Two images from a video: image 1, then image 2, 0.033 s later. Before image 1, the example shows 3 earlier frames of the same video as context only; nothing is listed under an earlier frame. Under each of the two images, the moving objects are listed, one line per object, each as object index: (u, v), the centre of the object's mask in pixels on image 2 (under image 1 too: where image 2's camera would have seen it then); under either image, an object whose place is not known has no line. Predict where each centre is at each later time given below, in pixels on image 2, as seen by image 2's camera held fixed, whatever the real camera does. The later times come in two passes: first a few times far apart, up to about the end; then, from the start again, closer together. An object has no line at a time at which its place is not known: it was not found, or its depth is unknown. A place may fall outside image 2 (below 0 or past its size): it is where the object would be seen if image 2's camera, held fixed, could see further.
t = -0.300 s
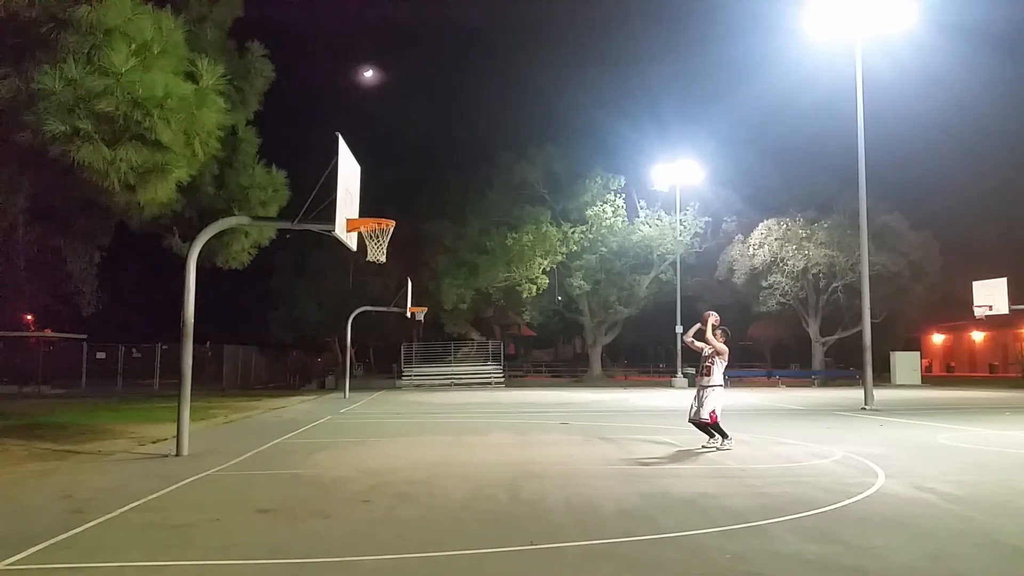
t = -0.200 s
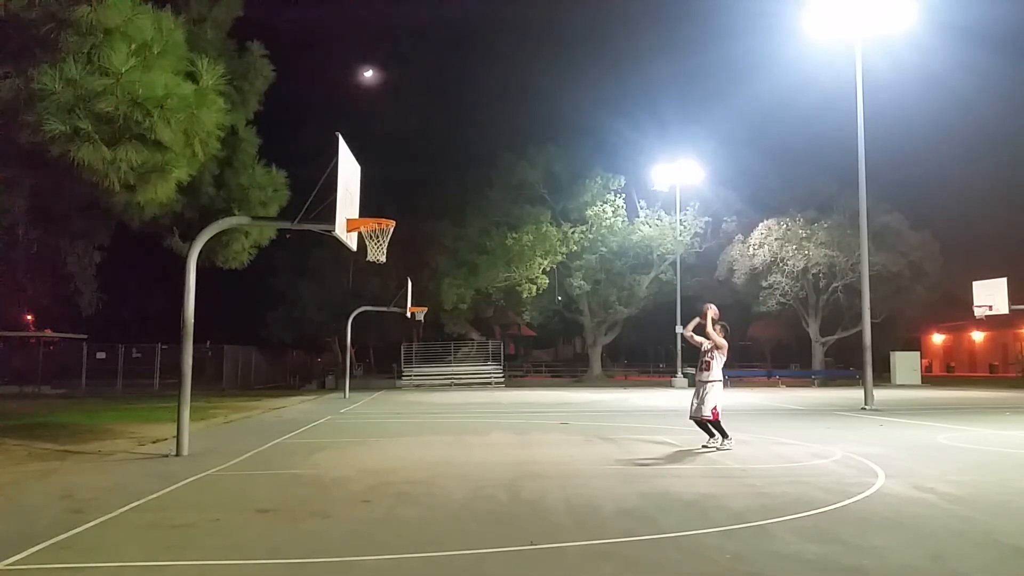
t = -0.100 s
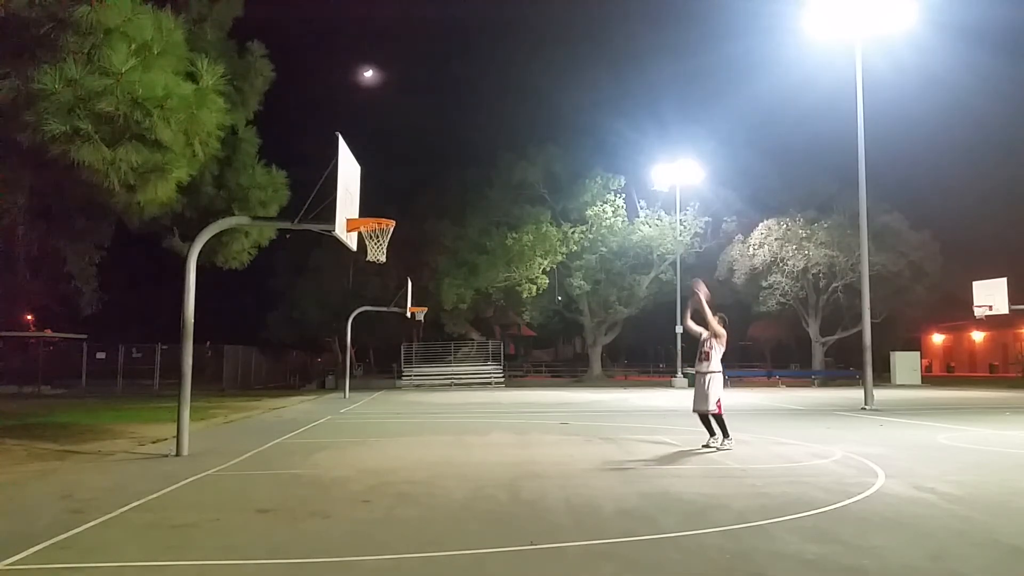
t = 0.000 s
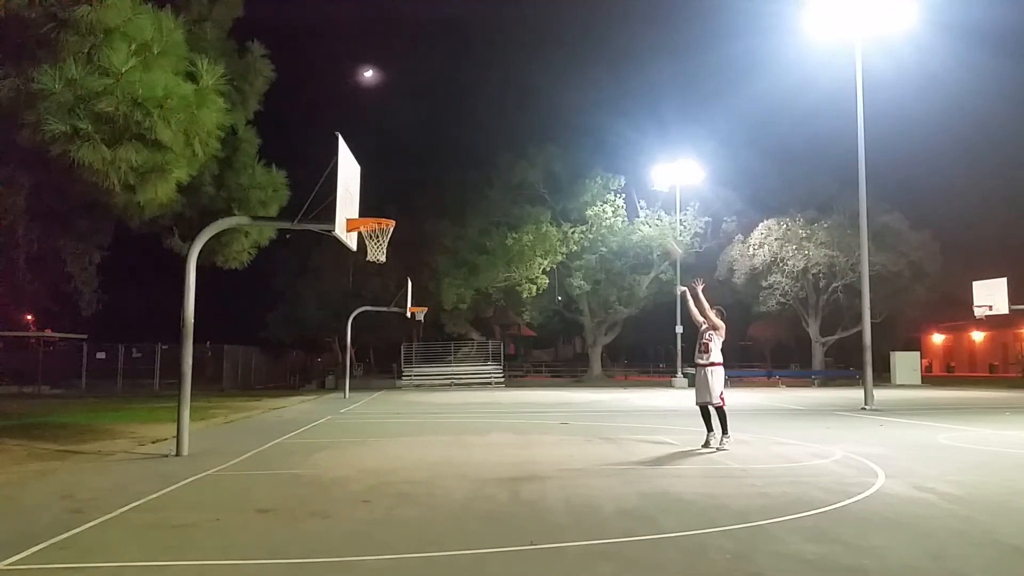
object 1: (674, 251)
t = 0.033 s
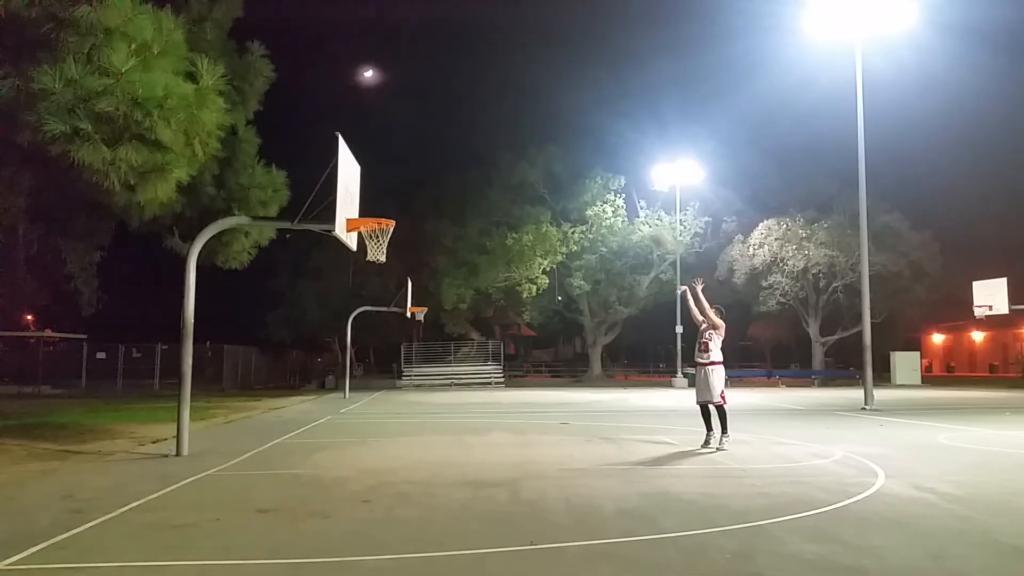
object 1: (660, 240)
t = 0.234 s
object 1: (601, 182)
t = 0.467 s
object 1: (531, 152)
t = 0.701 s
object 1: (461, 161)
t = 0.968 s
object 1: (383, 213)
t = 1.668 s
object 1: (360, 351)
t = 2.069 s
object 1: (373, 377)
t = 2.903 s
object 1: (418, 436)
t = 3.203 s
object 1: (437, 393)
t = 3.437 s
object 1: (449, 393)
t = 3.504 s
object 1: (453, 402)
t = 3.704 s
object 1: (461, 447)
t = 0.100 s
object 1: (643, 214)
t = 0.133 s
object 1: (632, 206)
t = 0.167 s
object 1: (623, 197)
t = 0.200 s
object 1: (611, 188)
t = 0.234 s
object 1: (601, 182)
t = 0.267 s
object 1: (591, 174)
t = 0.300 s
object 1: (582, 168)
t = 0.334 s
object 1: (571, 164)
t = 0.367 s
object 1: (561, 161)
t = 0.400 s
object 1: (551, 157)
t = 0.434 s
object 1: (542, 154)
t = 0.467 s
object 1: (531, 152)
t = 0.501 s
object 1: (519, 151)
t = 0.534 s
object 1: (508, 152)
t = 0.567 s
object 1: (501, 151)
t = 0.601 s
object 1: (492, 152)
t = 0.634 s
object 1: (478, 154)
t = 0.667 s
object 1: (469, 158)
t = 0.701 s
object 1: (461, 161)
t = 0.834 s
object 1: (420, 183)
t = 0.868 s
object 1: (410, 190)
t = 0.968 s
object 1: (383, 213)
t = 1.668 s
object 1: (360, 351)
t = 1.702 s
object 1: (360, 365)
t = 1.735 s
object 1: (358, 378)
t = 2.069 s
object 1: (373, 377)
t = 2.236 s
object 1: (383, 346)
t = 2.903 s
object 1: (418, 436)
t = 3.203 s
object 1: (437, 393)
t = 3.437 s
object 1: (449, 393)
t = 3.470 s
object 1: (449, 393)
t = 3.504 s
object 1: (453, 402)
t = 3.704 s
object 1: (461, 447)
